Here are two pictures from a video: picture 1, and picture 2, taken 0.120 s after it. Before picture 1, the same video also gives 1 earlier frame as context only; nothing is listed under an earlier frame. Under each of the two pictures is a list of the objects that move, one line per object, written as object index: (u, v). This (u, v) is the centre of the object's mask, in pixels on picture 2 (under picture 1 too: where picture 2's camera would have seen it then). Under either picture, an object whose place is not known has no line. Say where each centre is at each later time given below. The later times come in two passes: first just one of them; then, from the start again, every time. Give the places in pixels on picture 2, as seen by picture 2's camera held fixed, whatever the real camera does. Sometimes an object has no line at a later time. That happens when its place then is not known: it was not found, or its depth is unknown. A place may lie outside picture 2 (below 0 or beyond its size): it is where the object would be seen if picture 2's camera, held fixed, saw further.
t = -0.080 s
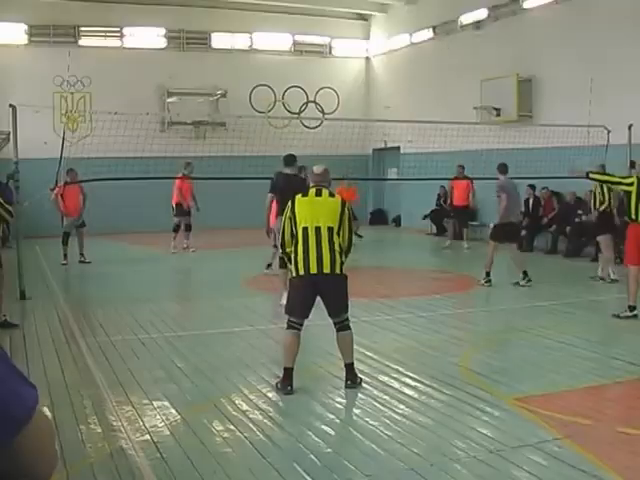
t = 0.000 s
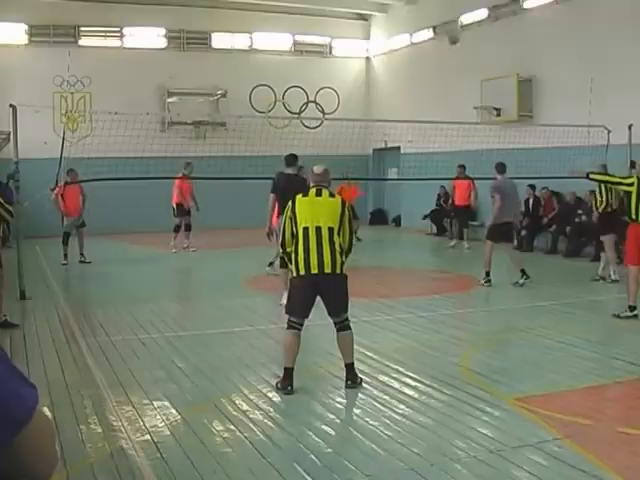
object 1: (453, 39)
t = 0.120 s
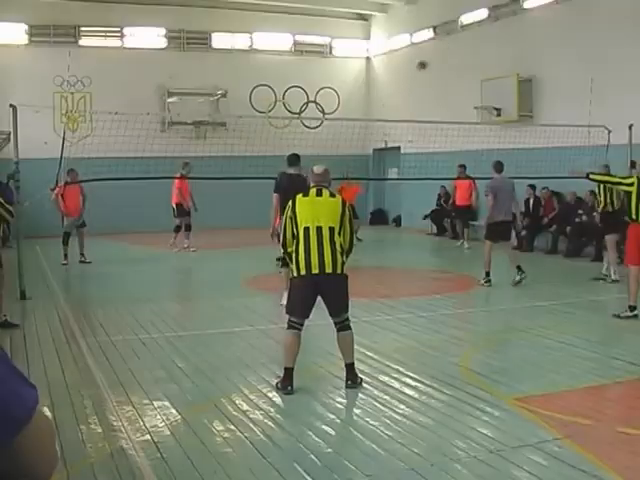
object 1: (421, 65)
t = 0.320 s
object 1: (380, 113)
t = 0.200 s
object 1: (404, 84)
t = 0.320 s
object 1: (380, 113)
